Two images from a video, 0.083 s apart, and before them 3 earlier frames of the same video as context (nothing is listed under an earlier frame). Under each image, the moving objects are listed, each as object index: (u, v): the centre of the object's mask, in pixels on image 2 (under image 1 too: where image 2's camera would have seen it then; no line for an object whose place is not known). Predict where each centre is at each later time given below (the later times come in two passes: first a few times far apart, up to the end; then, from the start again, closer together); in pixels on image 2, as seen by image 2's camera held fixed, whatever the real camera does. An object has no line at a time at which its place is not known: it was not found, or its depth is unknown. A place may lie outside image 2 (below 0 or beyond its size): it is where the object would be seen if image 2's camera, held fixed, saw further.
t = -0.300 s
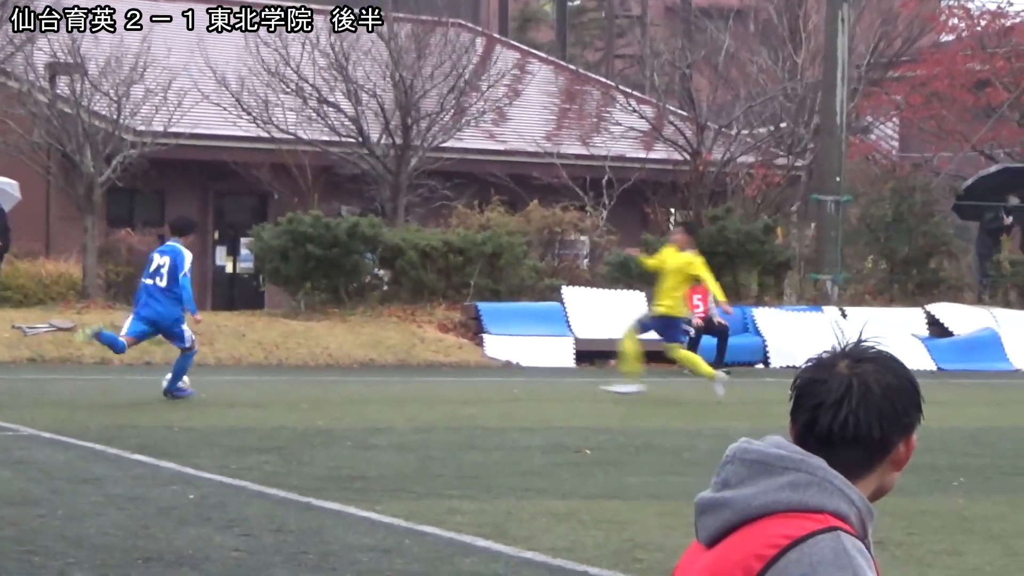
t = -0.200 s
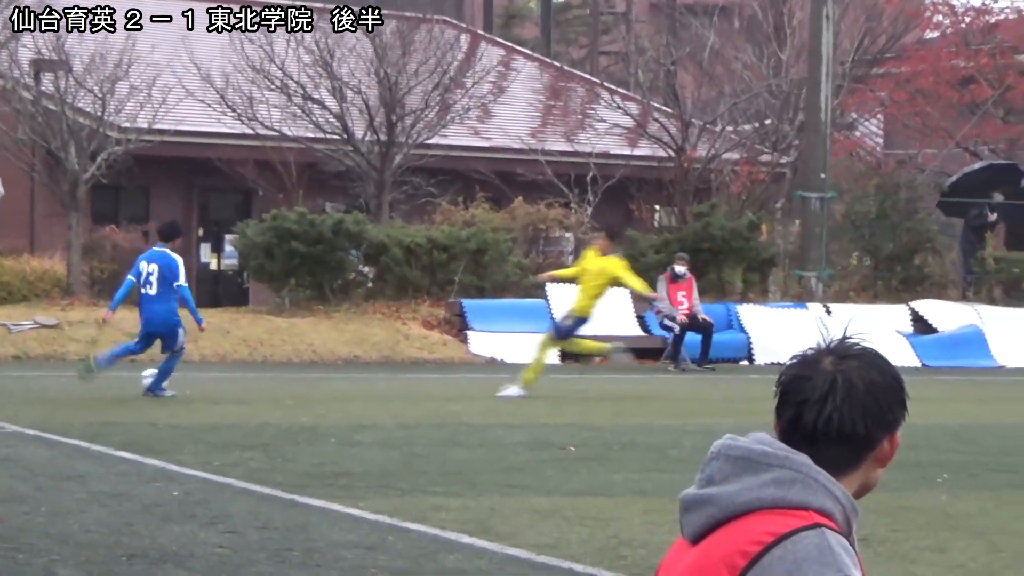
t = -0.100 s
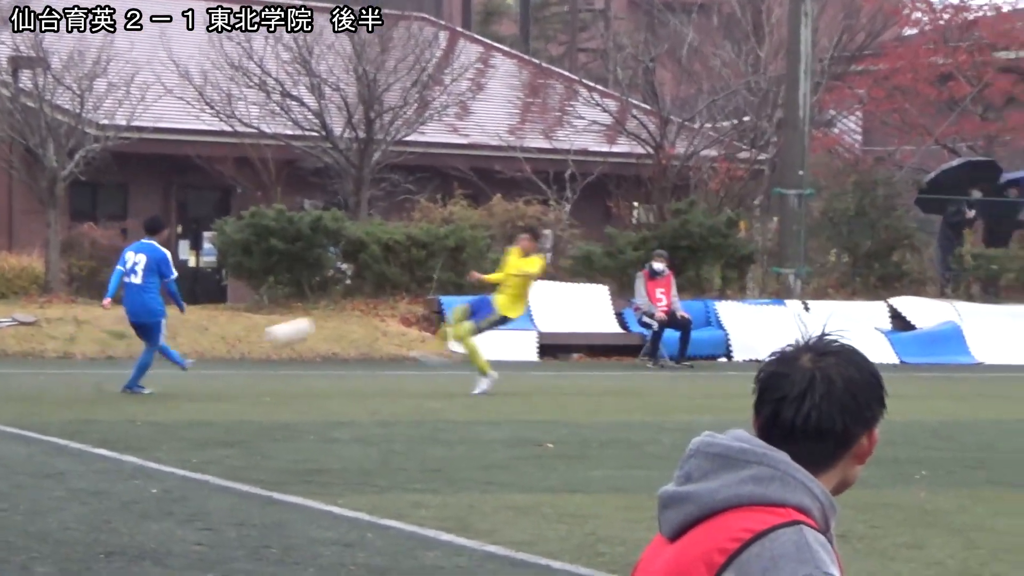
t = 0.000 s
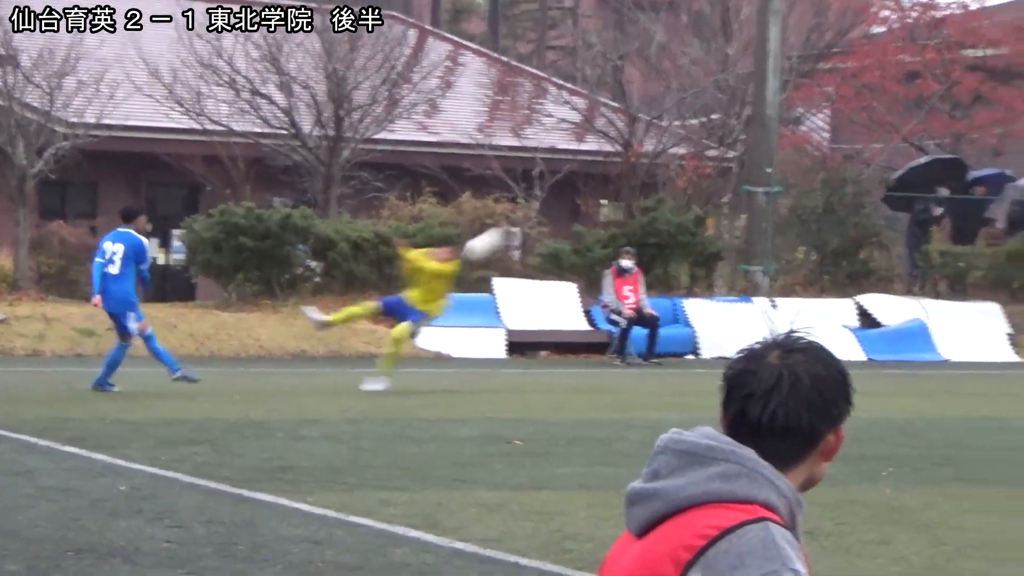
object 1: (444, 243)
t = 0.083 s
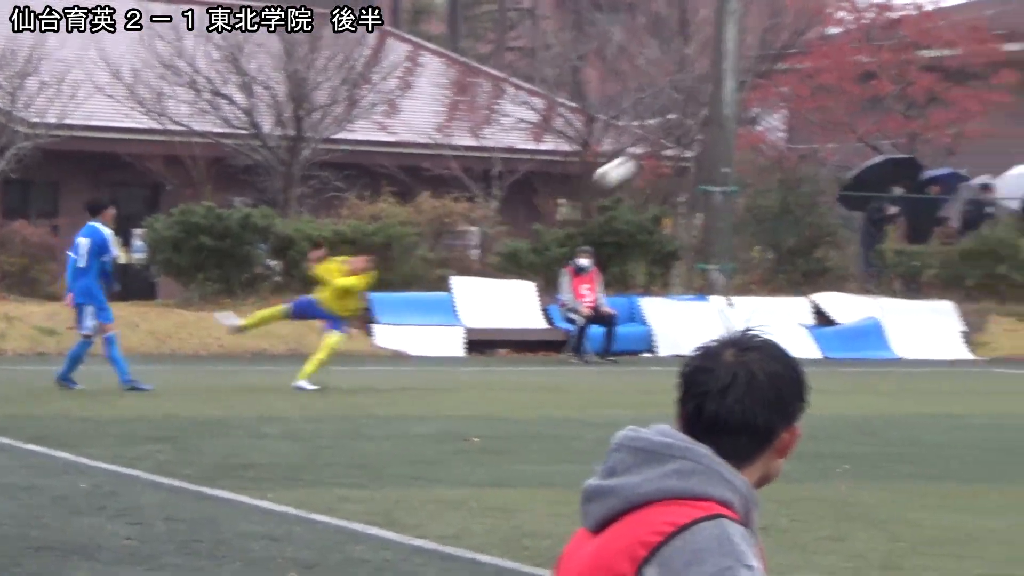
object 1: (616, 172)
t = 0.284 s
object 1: (1010, 47)
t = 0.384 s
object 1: (1208, 1)
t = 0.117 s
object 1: (682, 147)
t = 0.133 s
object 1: (716, 134)
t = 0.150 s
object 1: (749, 123)
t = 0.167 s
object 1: (780, 114)
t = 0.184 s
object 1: (814, 102)
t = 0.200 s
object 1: (846, 92)
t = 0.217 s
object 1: (879, 82)
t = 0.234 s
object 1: (912, 72)
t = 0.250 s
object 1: (945, 63)
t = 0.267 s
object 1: (977, 55)
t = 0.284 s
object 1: (1010, 47)
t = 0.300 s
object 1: (1043, 38)
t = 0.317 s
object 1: (1076, 30)
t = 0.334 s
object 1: (1107, 22)
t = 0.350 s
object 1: (1141, 14)
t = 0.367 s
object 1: (1174, 7)
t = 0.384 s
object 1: (1208, 1)
